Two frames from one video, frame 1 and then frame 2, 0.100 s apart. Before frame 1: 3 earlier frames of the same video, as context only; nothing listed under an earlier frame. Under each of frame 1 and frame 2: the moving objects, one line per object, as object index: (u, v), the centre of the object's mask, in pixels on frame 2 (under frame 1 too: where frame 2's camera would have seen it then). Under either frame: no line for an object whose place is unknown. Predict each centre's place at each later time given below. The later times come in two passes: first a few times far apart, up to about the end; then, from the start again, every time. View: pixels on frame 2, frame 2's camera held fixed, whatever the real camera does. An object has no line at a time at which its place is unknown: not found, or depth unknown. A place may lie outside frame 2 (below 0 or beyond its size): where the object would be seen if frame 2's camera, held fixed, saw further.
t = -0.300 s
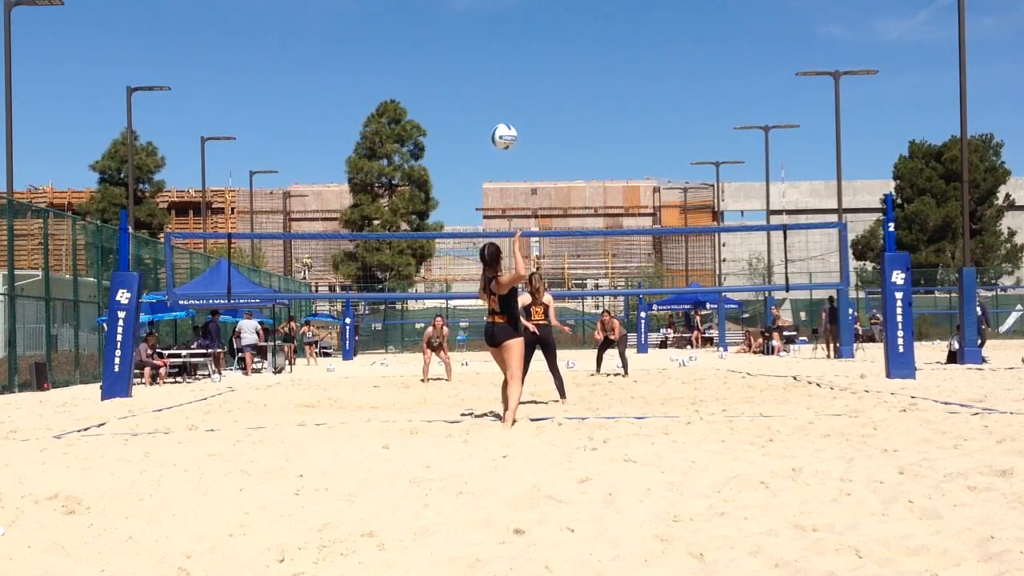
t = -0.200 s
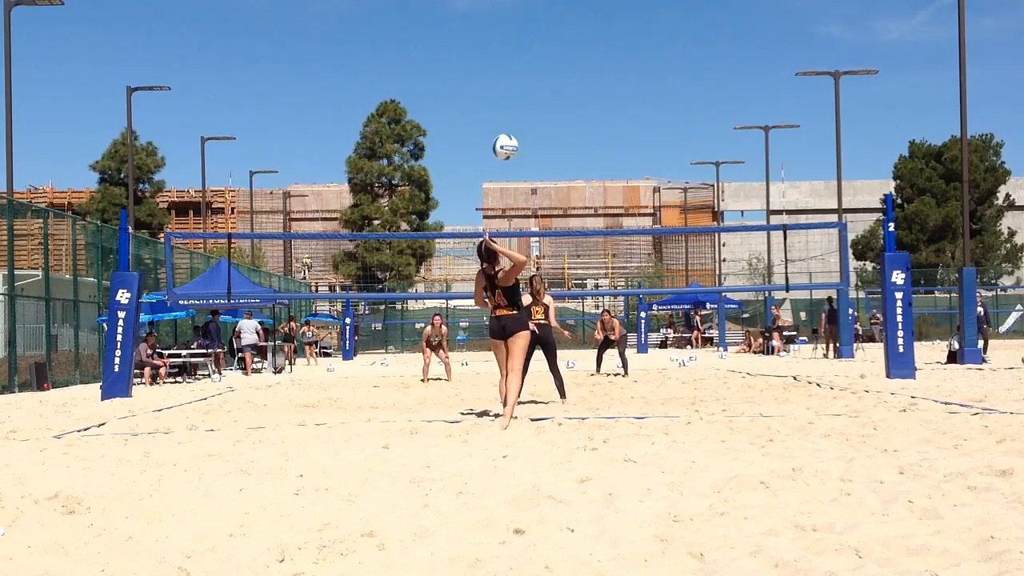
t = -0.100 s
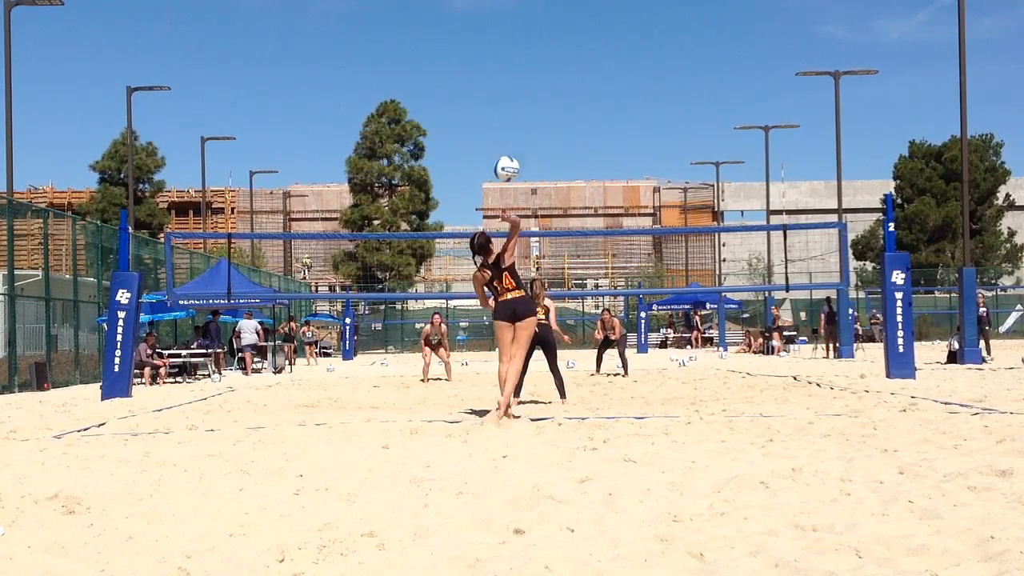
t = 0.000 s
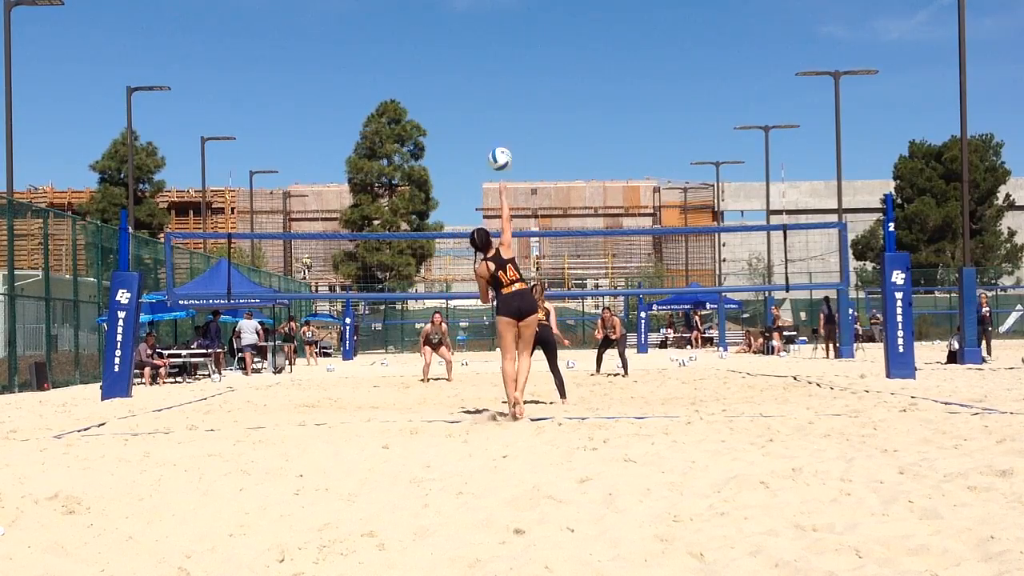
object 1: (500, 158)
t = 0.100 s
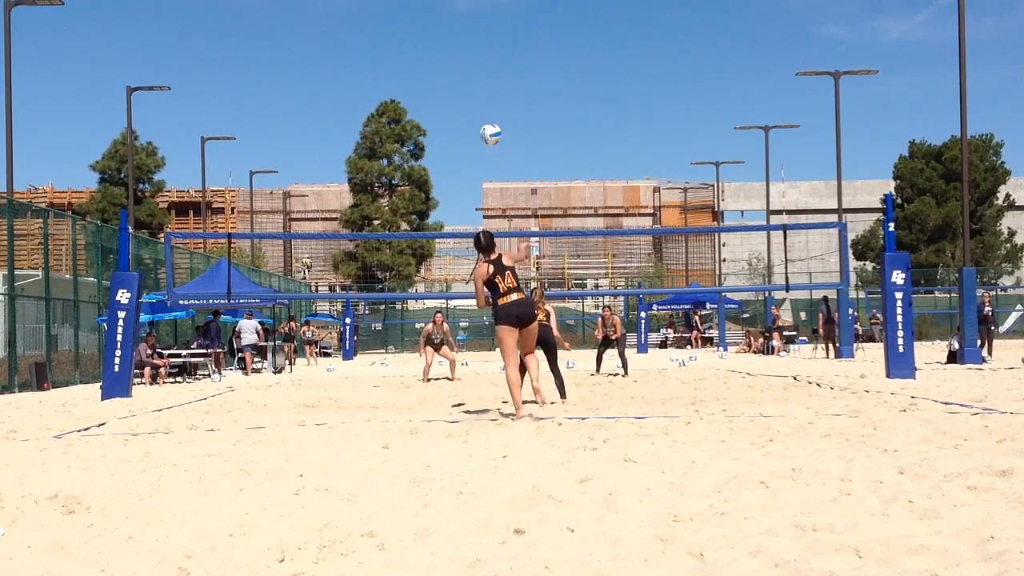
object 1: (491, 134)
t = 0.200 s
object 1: (482, 121)
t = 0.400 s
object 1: (470, 119)
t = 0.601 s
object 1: (463, 143)
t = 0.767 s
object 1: (463, 177)
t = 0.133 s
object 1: (488, 128)
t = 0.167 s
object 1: (485, 124)
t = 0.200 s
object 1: (482, 121)
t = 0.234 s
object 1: (480, 118)
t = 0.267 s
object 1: (478, 116)
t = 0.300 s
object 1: (475, 116)
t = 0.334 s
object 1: (473, 116)
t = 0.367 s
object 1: (471, 117)
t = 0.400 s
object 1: (470, 119)
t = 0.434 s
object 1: (468, 121)
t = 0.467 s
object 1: (467, 124)
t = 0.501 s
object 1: (465, 127)
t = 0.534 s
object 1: (465, 132)
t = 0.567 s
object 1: (464, 138)
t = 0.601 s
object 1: (463, 143)
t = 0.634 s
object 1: (463, 149)
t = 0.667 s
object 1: (463, 155)
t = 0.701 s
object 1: (463, 162)
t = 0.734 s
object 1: (464, 170)
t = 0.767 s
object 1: (463, 177)
